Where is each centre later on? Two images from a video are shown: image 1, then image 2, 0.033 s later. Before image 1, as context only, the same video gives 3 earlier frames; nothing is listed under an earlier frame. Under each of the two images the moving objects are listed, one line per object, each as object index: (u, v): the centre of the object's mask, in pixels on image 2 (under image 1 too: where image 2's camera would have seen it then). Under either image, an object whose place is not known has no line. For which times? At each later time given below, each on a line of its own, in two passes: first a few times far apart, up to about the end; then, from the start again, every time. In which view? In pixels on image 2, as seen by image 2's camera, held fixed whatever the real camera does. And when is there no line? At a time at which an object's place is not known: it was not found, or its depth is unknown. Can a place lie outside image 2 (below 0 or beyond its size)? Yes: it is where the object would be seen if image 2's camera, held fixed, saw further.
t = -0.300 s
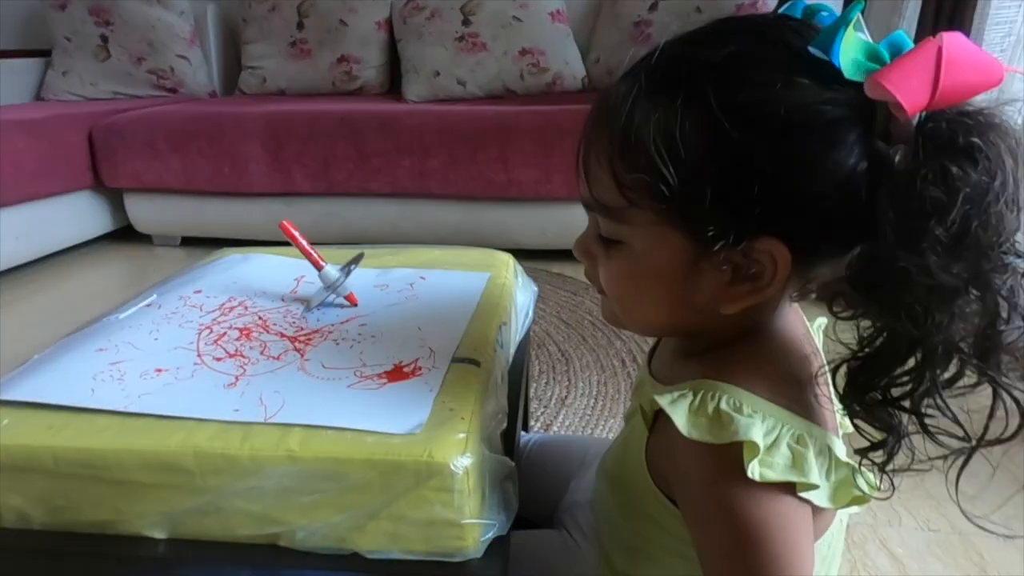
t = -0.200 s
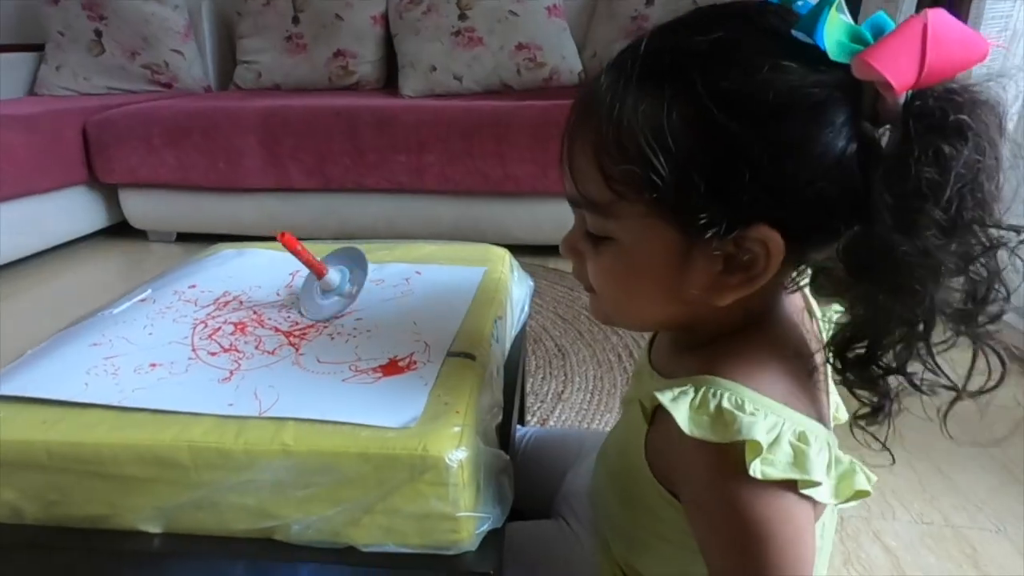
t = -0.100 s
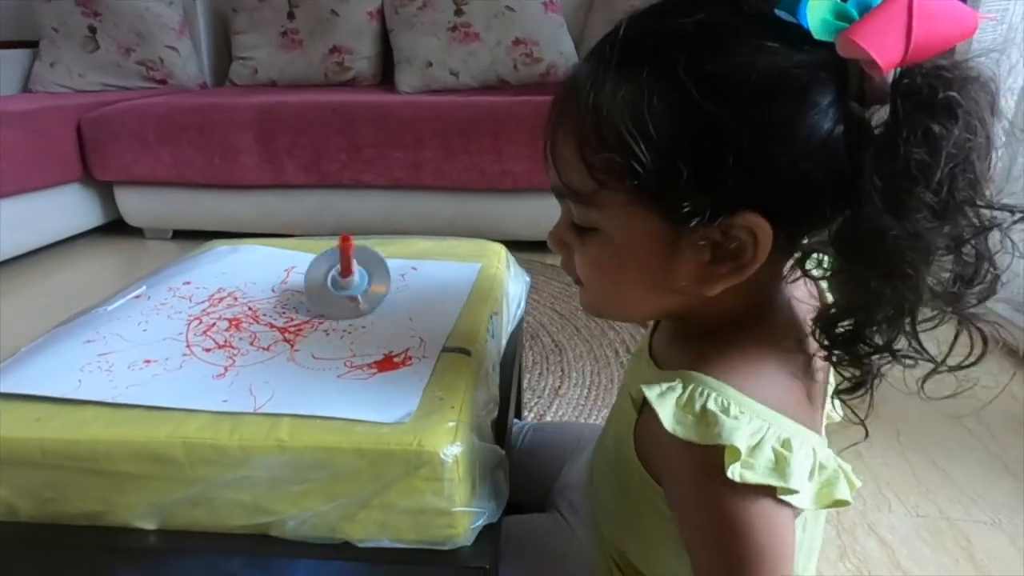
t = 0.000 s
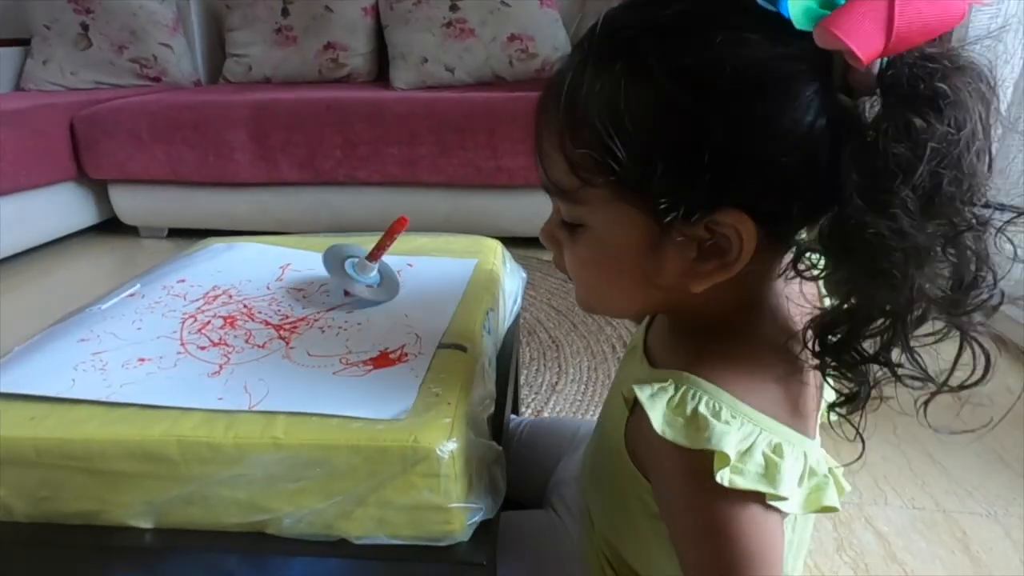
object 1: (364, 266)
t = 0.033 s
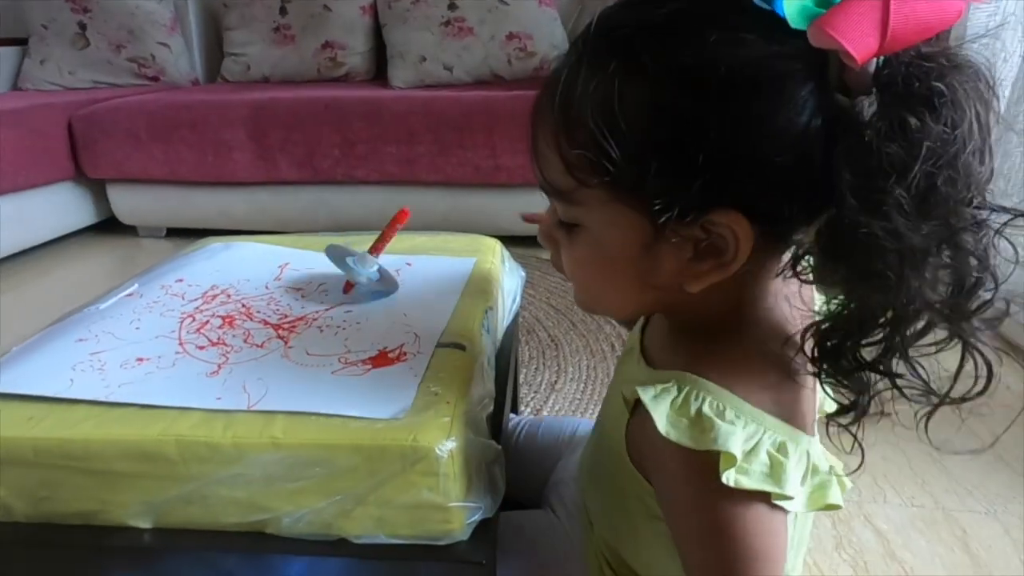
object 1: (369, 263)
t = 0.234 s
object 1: (334, 251)
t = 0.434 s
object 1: (303, 262)
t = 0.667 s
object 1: (350, 275)
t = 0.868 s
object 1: (365, 247)
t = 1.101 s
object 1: (328, 252)
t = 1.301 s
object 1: (303, 268)
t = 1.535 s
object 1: (337, 276)
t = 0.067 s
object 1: (370, 252)
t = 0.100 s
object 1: (366, 248)
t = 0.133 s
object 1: (357, 250)
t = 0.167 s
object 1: (349, 251)
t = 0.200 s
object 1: (341, 251)
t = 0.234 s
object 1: (334, 251)
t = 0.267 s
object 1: (327, 252)
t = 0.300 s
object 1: (321, 252)
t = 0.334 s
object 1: (315, 256)
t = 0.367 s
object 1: (310, 257)
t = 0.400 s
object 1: (302, 254)
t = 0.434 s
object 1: (303, 262)
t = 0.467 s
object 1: (306, 267)
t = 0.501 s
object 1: (311, 273)
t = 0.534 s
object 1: (319, 277)
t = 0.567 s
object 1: (328, 280)
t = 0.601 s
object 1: (336, 280)
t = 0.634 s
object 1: (343, 278)
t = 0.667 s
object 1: (350, 275)
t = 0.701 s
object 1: (356, 269)
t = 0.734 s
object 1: (361, 266)
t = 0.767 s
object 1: (364, 260)
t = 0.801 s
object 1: (366, 256)
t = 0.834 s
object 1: (367, 252)
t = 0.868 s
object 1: (365, 247)
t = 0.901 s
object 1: (362, 247)
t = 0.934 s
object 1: (358, 248)
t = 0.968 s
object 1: (353, 249)
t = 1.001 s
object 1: (347, 250)
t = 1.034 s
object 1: (341, 250)
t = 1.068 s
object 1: (335, 252)
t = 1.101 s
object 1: (328, 252)
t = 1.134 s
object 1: (321, 254)
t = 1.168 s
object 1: (315, 255)
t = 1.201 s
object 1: (309, 258)
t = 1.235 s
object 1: (302, 254)
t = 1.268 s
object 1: (302, 263)
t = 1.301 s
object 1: (303, 268)
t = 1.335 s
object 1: (307, 271)
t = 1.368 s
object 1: (313, 274)
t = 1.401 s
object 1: (318, 275)
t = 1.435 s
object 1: (324, 276)
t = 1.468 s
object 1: (328, 277)
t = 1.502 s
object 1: (333, 276)
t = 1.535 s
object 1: (337, 276)
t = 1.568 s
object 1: (340, 274)
